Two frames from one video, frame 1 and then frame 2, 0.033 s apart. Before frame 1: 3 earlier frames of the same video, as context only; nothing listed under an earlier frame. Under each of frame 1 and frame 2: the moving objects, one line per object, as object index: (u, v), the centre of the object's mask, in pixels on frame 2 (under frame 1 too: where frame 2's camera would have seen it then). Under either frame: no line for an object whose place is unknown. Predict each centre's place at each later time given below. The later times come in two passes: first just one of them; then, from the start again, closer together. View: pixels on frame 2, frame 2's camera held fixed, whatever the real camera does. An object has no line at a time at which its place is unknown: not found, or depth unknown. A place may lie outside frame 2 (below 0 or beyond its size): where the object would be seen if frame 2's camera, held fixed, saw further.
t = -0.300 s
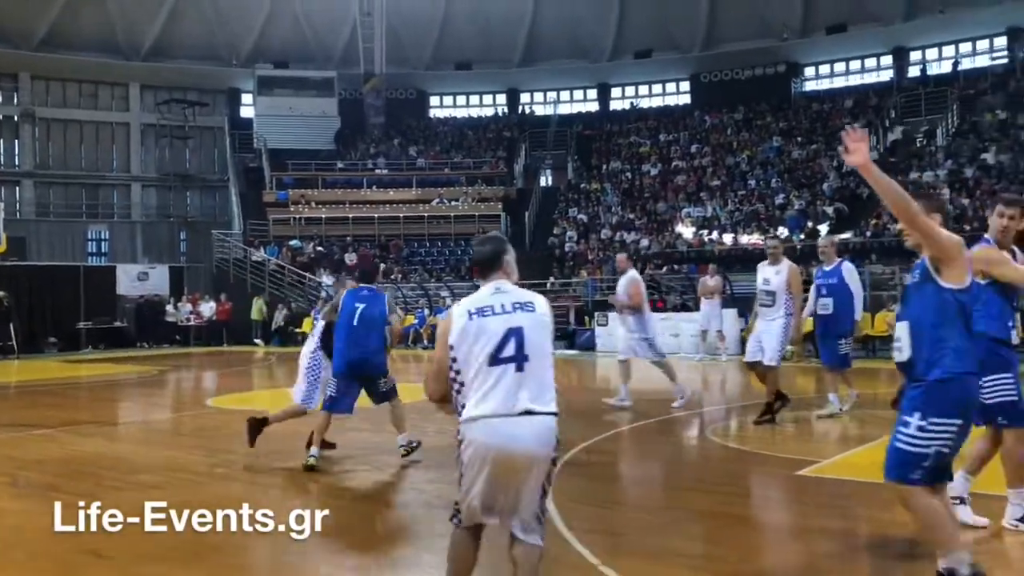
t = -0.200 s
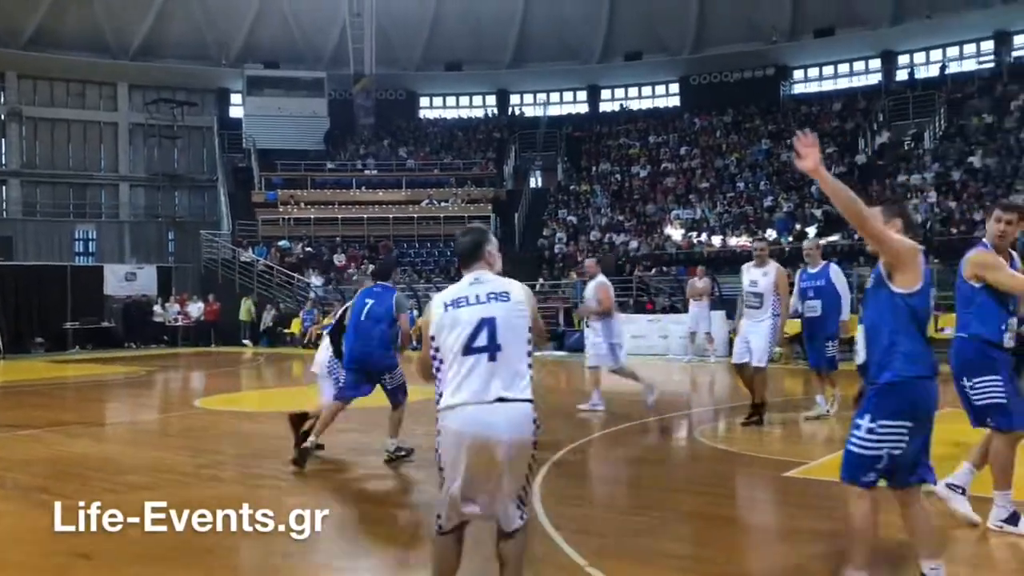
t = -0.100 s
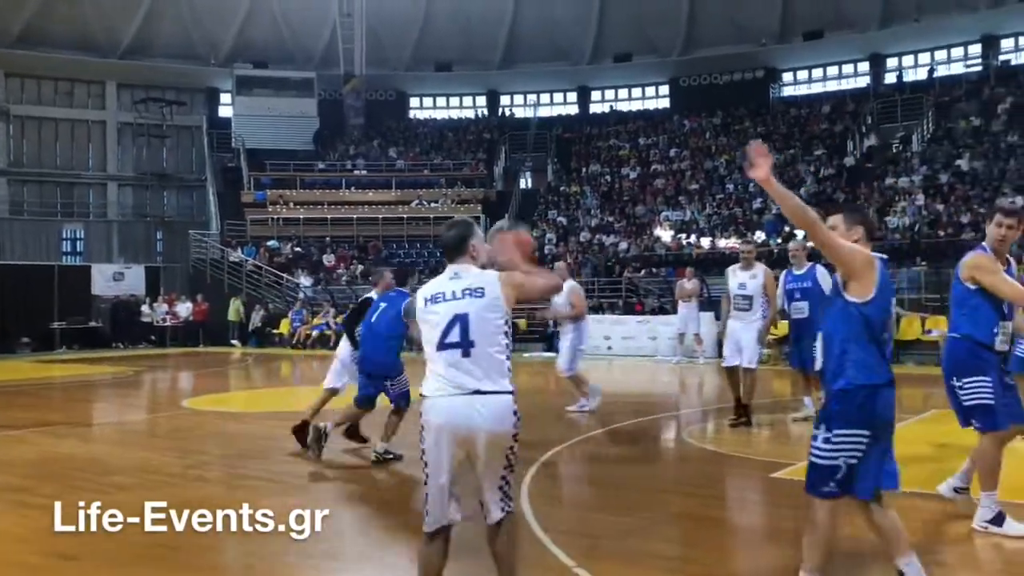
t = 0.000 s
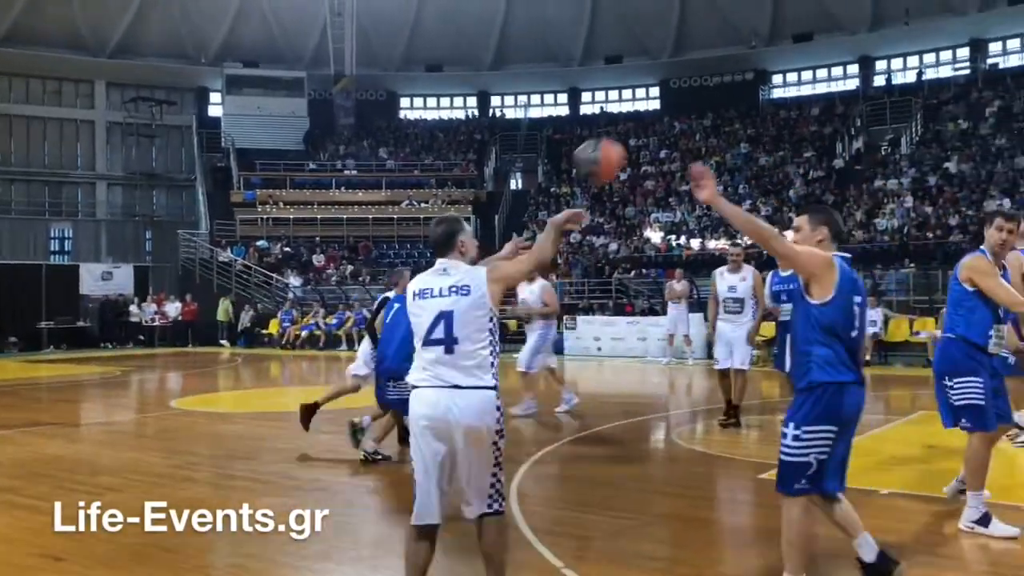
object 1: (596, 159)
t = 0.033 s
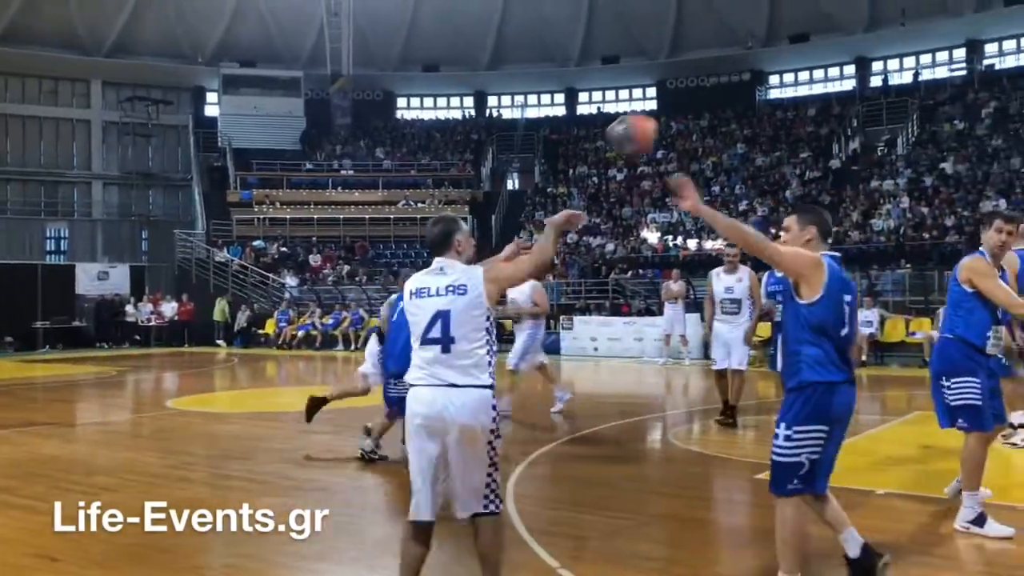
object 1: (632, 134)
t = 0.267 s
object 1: (869, 31)
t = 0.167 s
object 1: (774, 60)
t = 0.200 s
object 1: (806, 48)
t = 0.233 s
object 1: (838, 39)
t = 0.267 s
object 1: (869, 31)
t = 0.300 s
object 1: (899, 24)
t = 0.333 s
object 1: (930, 20)
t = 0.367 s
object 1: (960, 18)
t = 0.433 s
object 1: (1016, 16)
